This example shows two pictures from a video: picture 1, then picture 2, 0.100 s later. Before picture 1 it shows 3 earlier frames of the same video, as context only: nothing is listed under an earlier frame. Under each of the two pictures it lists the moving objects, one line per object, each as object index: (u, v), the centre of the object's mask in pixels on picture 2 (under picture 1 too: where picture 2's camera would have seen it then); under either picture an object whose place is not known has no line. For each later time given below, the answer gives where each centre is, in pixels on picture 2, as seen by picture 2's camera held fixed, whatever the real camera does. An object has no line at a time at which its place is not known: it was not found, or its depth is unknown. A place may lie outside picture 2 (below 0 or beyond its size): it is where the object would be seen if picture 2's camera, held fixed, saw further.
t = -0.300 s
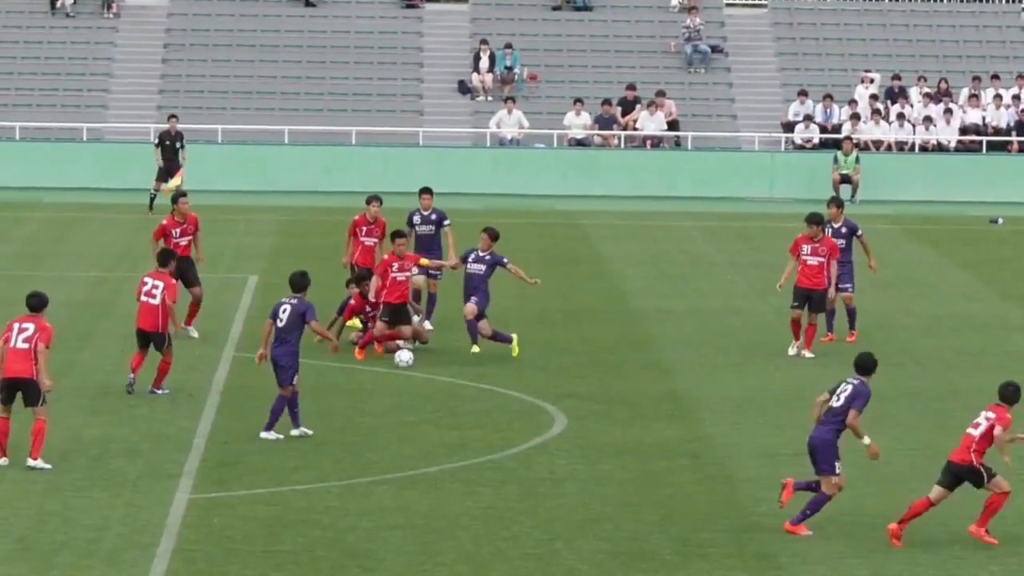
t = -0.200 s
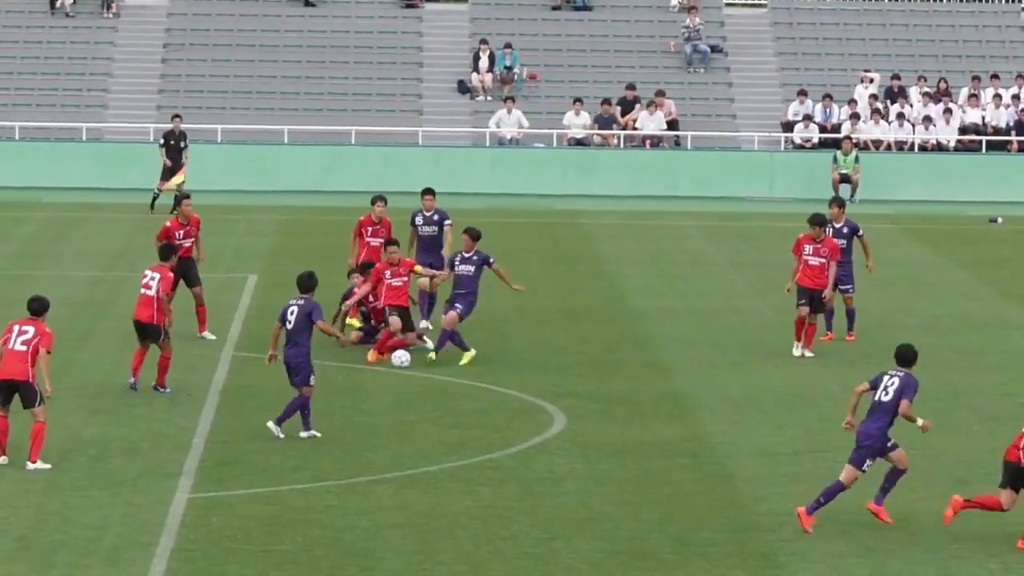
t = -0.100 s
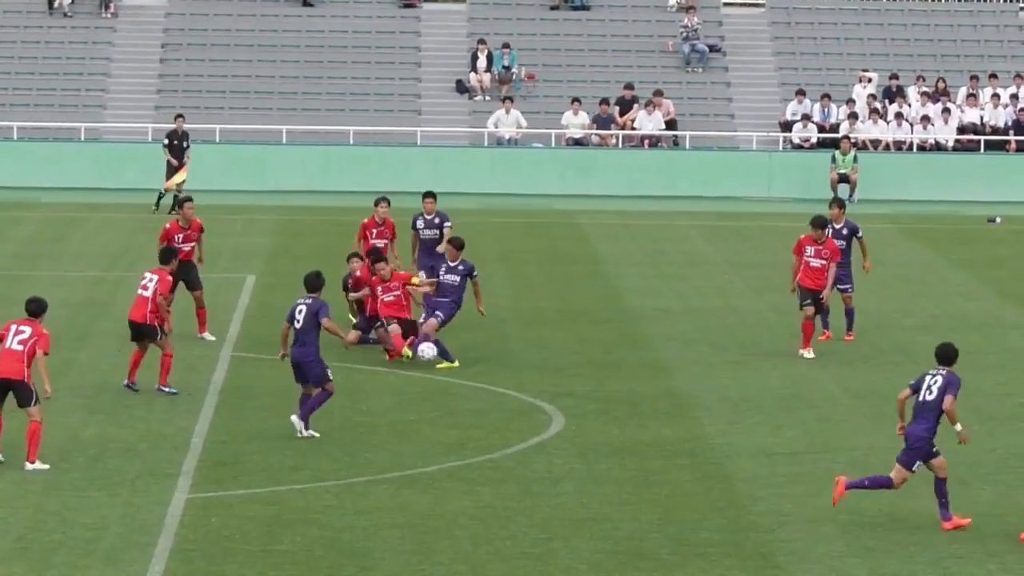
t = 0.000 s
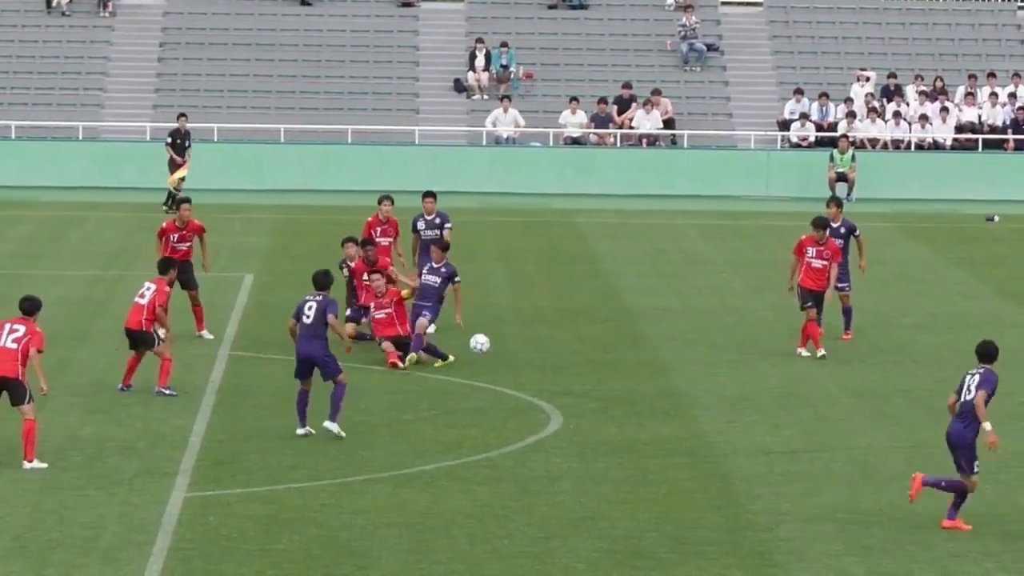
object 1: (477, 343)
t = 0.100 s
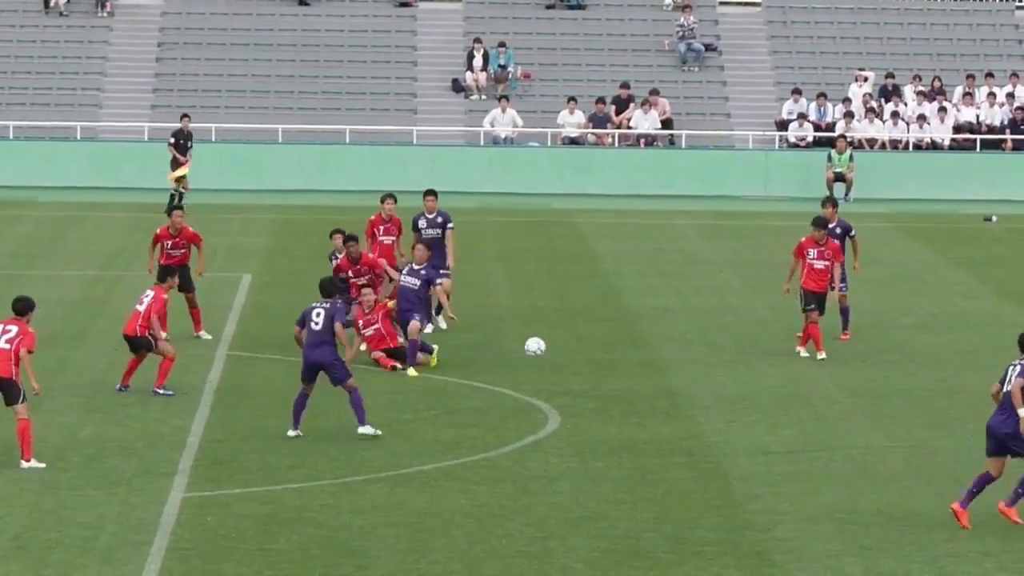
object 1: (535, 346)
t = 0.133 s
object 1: (555, 350)
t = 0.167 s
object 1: (574, 355)
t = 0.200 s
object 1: (594, 360)
